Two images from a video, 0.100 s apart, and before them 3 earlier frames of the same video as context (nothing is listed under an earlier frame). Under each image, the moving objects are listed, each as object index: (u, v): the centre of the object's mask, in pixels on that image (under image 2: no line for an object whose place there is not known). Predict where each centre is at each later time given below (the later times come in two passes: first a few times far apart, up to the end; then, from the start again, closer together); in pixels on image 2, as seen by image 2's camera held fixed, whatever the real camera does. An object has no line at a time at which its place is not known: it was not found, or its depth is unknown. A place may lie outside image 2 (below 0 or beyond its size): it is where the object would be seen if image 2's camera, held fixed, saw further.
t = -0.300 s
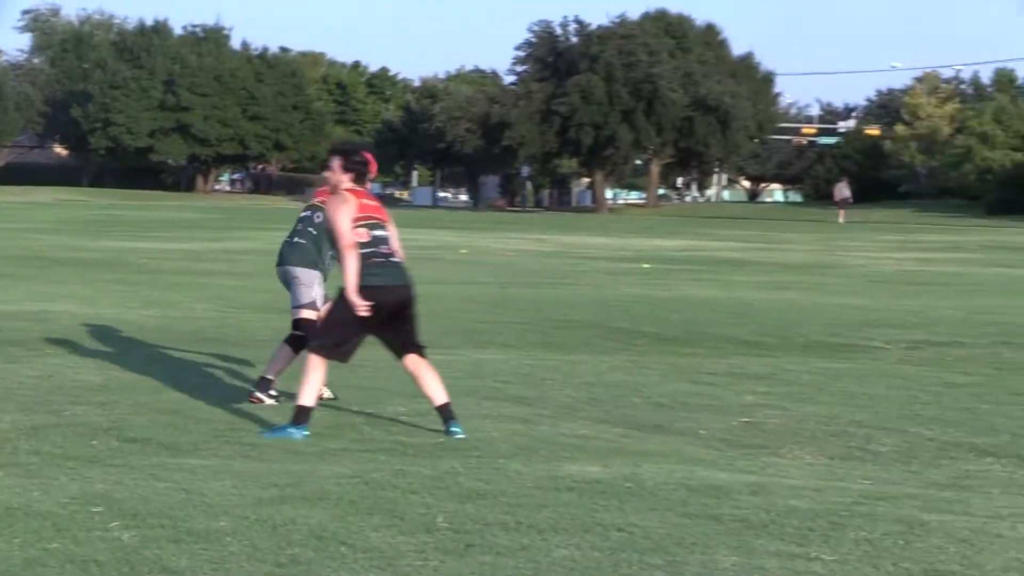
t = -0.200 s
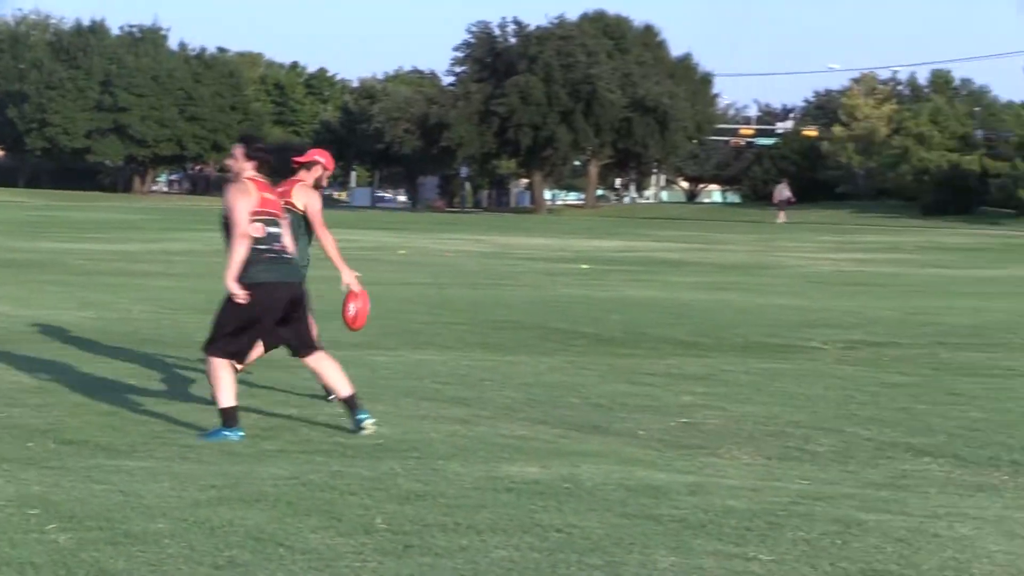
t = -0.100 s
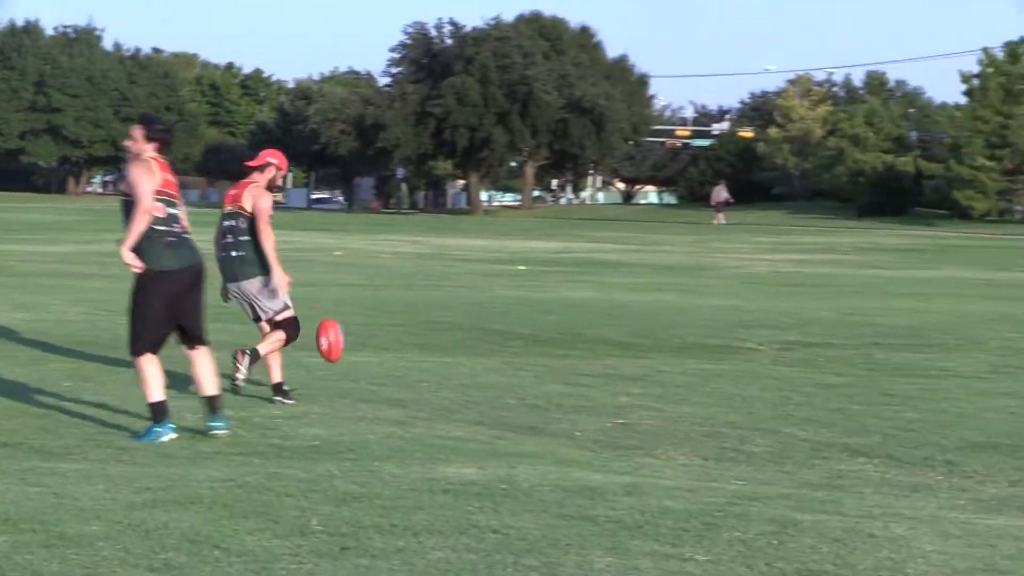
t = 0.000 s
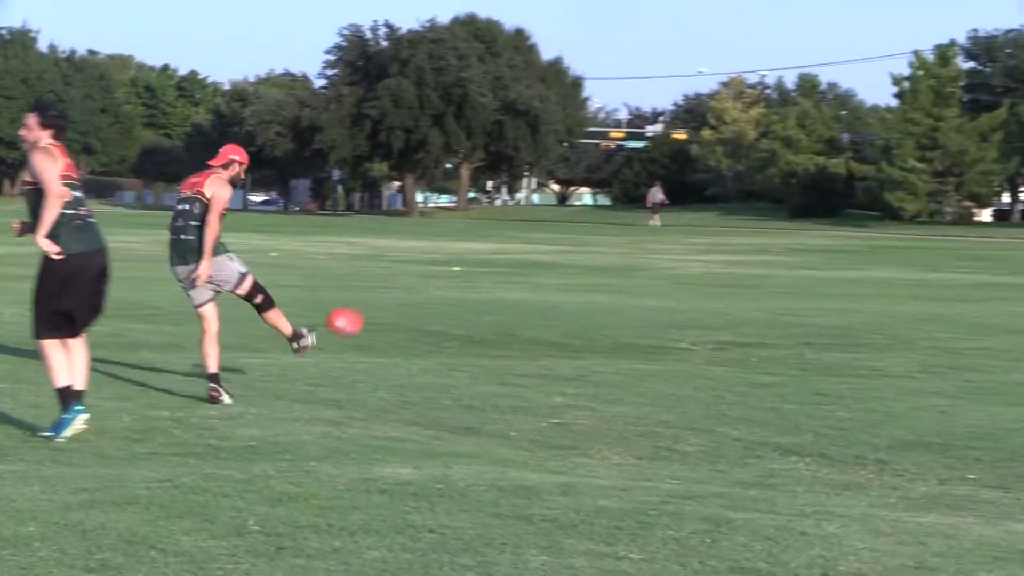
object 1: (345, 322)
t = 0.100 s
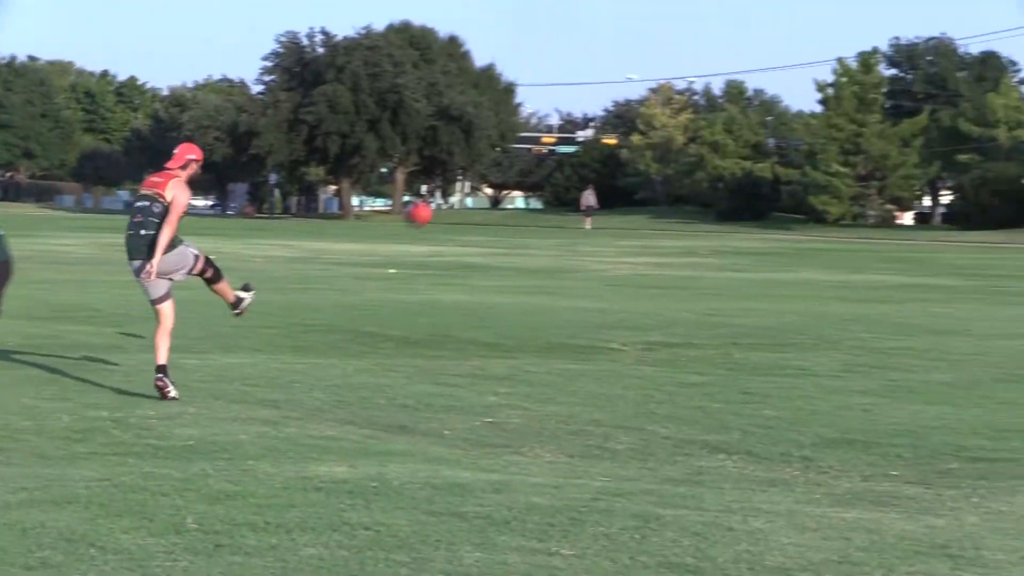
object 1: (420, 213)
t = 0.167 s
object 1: (502, 154)
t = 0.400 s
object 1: (750, 12)
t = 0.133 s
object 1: (462, 182)
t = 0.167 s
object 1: (502, 154)
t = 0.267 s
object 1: (614, 82)
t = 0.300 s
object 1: (650, 62)
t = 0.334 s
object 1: (684, 44)
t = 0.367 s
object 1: (718, 27)
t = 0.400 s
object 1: (750, 12)
